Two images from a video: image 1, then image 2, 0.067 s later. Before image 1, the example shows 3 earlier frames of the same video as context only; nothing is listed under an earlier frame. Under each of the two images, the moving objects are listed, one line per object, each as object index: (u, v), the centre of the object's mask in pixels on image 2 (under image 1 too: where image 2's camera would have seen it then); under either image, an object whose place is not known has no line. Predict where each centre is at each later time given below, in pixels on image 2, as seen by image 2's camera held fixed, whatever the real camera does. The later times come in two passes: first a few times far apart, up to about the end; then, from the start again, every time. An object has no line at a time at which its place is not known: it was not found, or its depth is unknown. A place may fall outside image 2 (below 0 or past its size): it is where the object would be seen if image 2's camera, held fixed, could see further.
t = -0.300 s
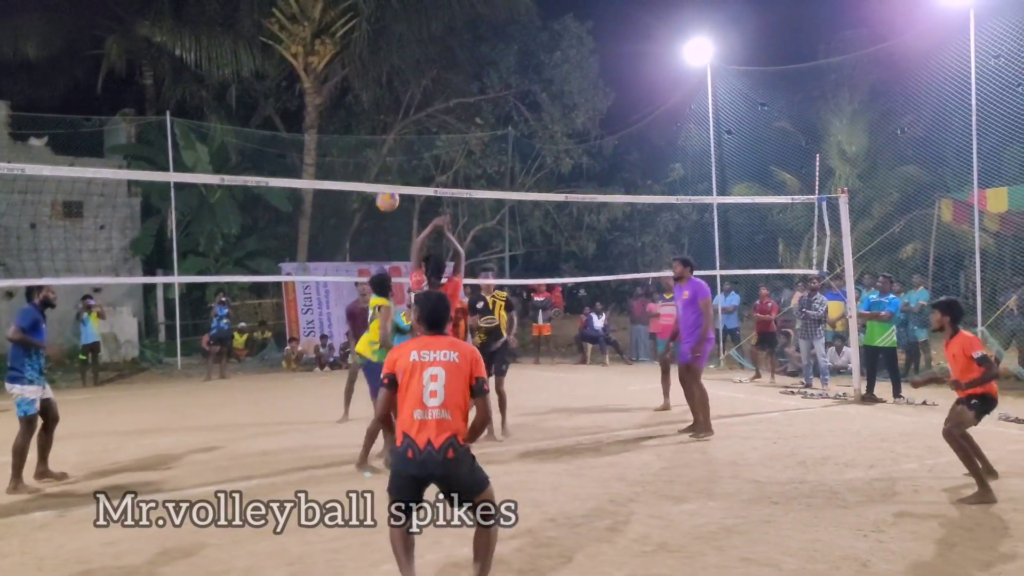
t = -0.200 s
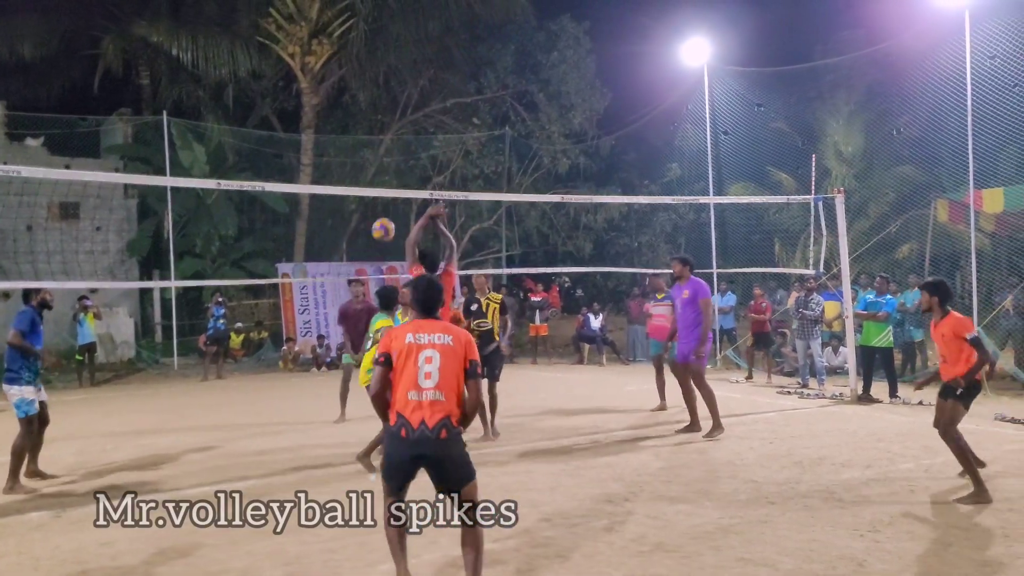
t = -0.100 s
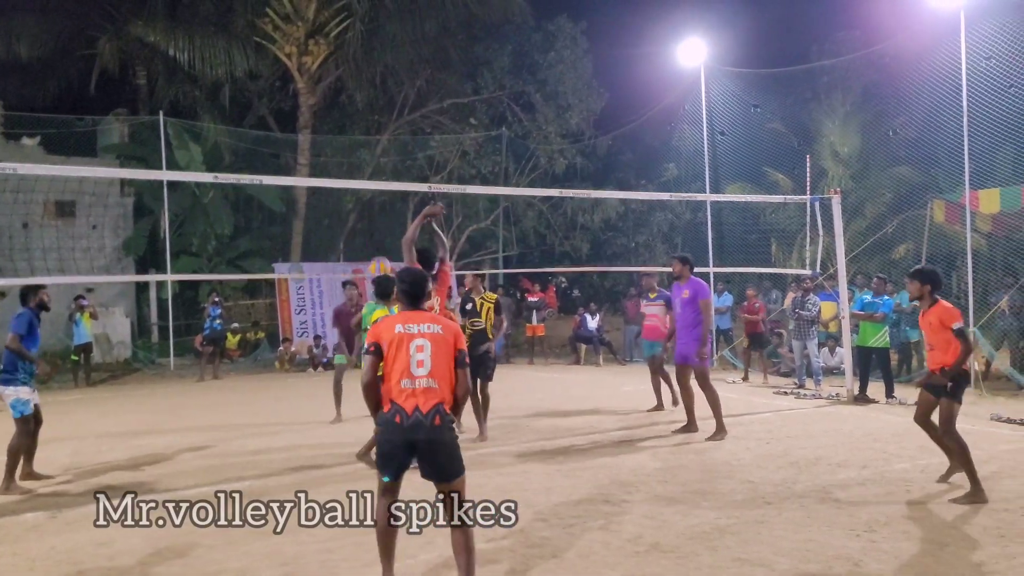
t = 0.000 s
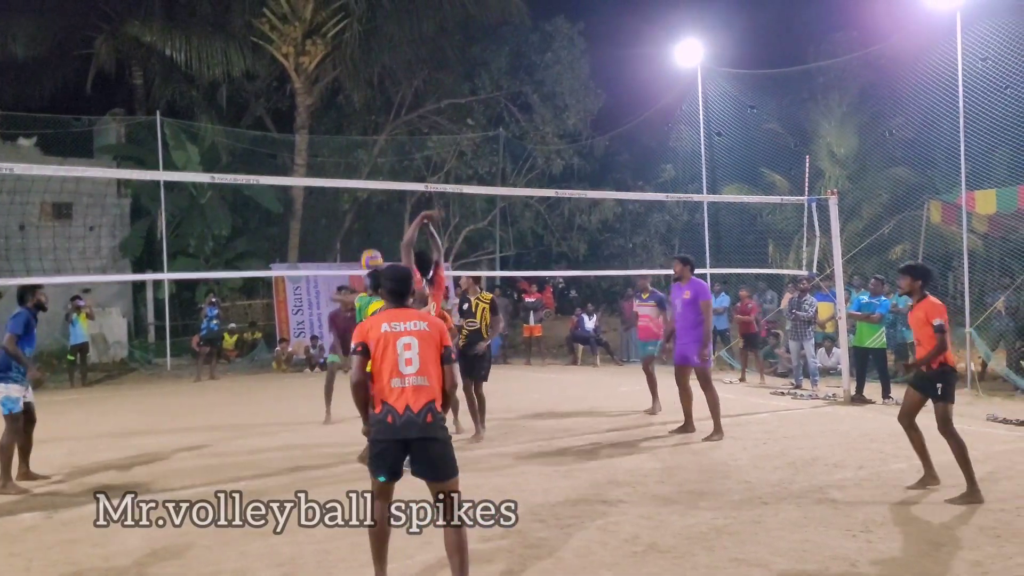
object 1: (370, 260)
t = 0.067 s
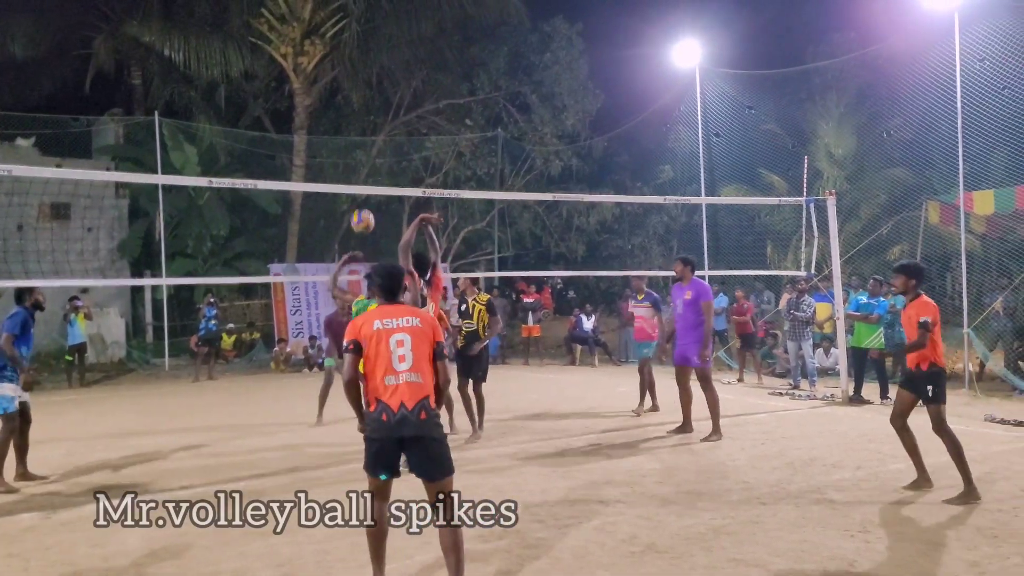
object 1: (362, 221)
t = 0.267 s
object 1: (342, 118)
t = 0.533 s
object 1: (313, 29)
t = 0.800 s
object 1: (280, 16)
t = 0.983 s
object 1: (254, 69)
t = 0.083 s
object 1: (361, 211)
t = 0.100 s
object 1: (359, 204)
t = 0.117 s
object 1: (357, 194)
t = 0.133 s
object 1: (355, 180)
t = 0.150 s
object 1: (354, 174)
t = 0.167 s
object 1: (353, 166)
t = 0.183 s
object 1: (351, 158)
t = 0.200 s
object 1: (349, 149)
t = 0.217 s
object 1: (347, 141)
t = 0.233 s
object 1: (346, 133)
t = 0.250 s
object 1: (344, 126)
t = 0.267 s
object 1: (342, 118)
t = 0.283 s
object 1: (340, 111)
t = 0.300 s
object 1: (339, 103)
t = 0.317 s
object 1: (337, 96)
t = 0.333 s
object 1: (335, 90)
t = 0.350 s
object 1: (333, 83)
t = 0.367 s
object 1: (331, 77)
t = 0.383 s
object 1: (329, 71)
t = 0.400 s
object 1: (328, 65)
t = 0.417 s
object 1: (326, 60)
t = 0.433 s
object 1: (324, 54)
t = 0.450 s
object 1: (322, 49)
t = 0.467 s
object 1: (320, 44)
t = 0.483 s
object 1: (318, 40)
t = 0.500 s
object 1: (316, 36)
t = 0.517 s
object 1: (315, 32)
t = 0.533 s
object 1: (313, 29)
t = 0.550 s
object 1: (311, 25)
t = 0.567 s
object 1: (309, 22)
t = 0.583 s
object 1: (307, 20)
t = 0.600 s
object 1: (305, 17)
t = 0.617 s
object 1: (303, 15)
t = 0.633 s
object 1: (301, 14)
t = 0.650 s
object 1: (298, 12)
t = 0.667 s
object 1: (297, 11)
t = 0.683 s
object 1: (295, 11)
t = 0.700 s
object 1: (292, 10)
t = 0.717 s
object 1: (290, 10)
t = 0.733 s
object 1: (288, 10)
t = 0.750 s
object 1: (286, 11)
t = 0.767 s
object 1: (284, 13)
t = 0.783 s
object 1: (282, 14)
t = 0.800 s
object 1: (280, 16)
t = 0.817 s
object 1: (277, 19)
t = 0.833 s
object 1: (275, 22)
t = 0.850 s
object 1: (273, 25)
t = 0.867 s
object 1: (270, 29)
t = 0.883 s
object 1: (268, 33)
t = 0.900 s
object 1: (266, 38)
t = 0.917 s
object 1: (263, 43)
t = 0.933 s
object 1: (261, 49)
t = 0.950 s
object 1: (259, 55)
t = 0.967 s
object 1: (257, 61)
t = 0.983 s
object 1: (254, 69)
